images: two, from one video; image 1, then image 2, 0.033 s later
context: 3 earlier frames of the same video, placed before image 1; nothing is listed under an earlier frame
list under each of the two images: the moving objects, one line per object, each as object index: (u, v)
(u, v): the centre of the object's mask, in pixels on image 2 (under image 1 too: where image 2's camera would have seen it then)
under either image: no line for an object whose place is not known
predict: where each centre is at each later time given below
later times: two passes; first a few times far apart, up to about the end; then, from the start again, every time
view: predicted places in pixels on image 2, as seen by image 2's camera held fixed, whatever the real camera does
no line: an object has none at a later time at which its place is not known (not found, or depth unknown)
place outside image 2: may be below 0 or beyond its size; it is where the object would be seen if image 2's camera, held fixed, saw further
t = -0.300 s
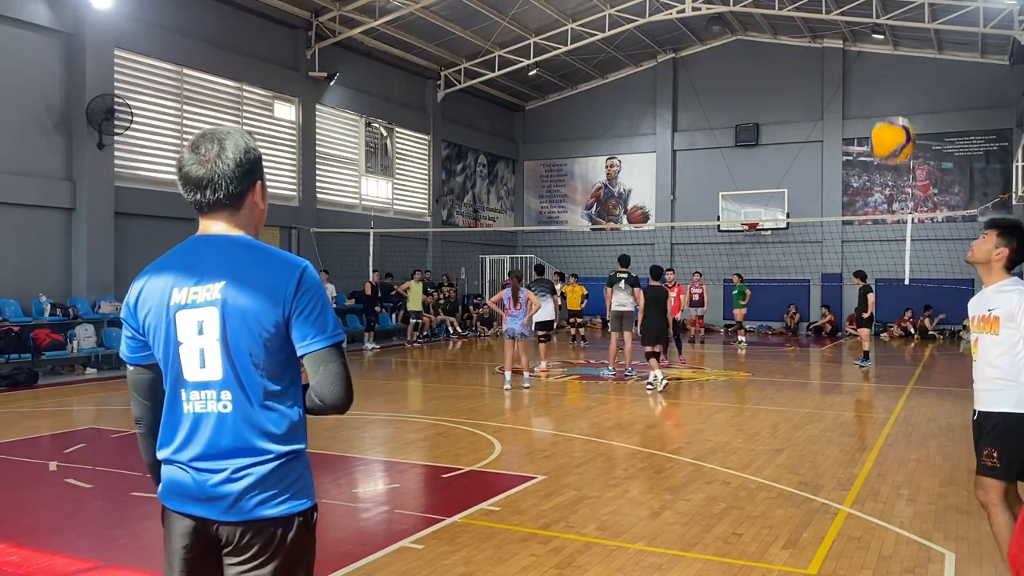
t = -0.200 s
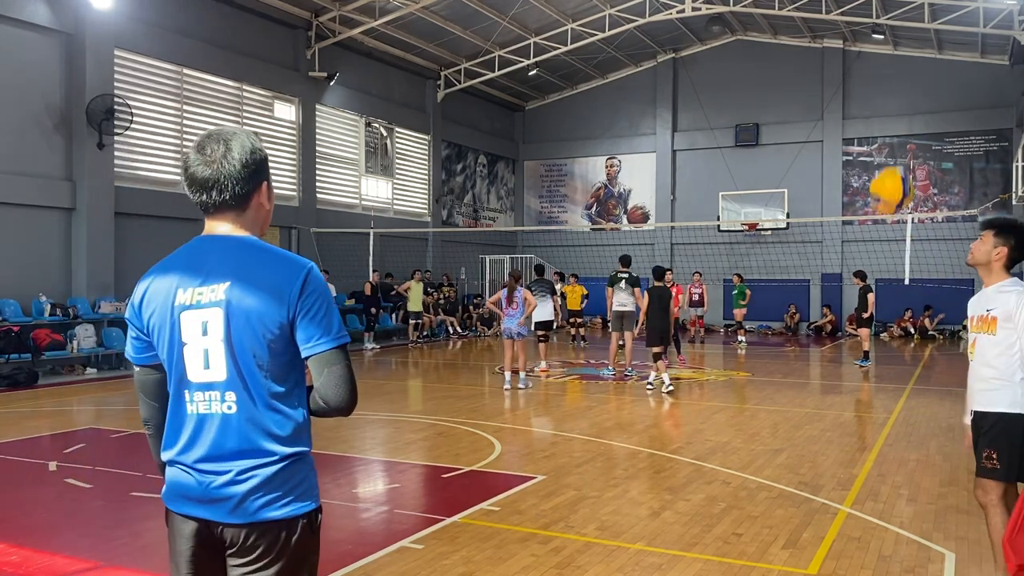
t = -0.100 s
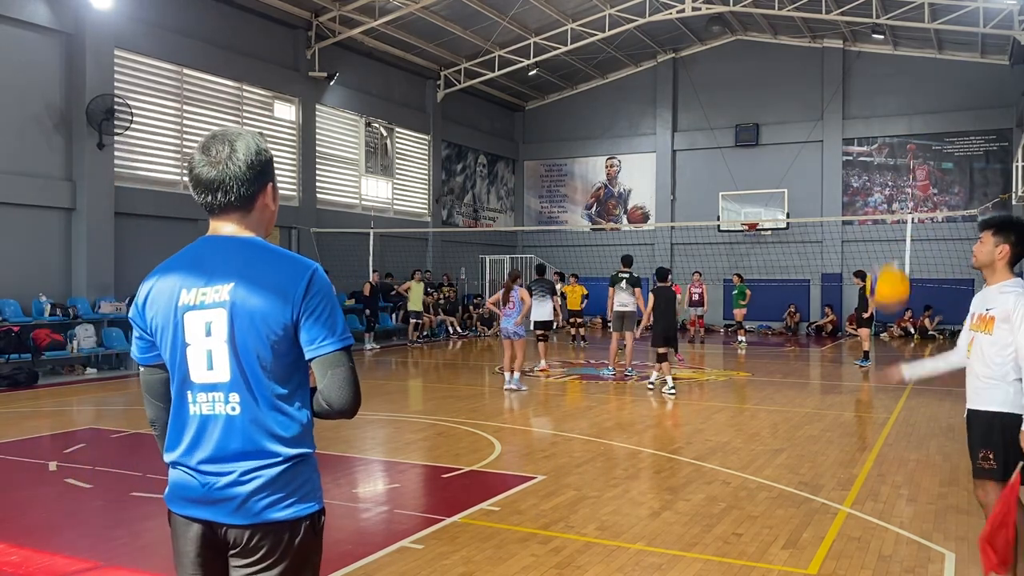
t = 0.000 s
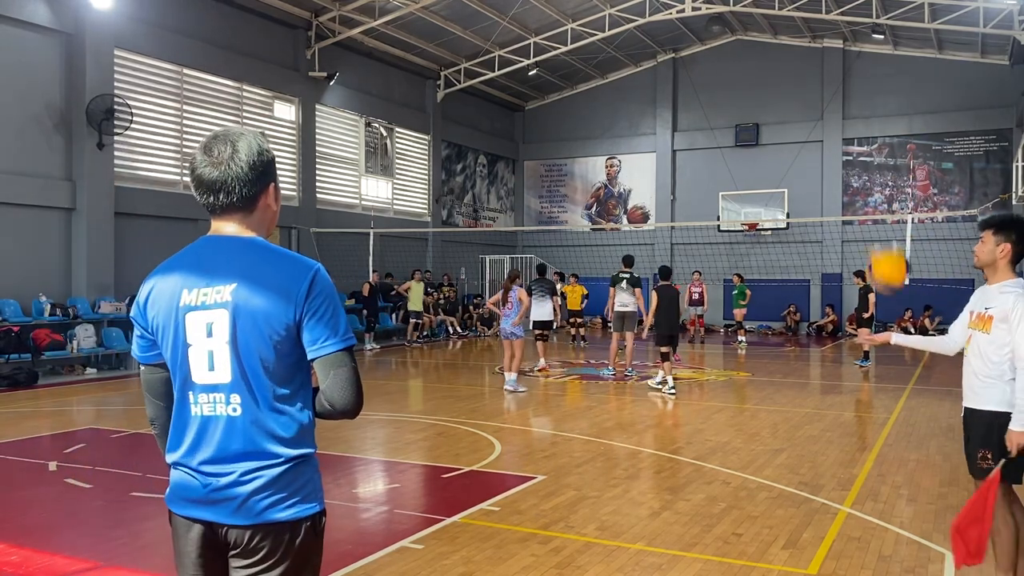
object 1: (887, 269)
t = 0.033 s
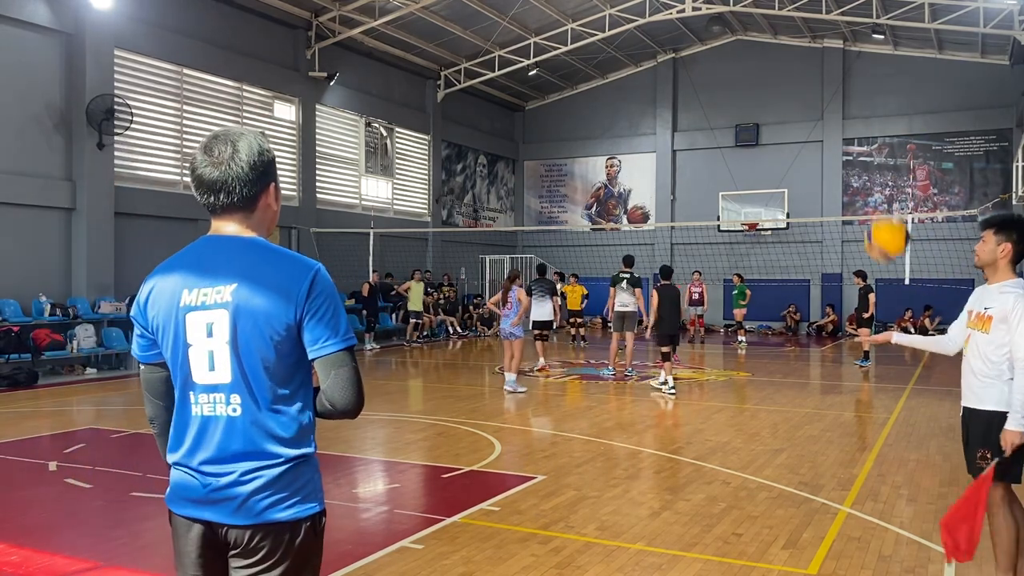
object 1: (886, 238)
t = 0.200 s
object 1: (885, 120)
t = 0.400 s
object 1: (883, 50)
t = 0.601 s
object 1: (880, 60)
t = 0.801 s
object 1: (875, 151)
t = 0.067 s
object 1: (886, 210)
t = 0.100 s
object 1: (885, 184)
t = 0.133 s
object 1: (886, 160)
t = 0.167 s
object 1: (885, 139)
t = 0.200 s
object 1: (885, 120)
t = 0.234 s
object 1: (885, 103)
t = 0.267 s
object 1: (884, 88)
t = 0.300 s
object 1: (884, 75)
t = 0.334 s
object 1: (883, 65)
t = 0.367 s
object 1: (883, 56)
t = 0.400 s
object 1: (883, 50)
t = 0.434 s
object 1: (883, 46)
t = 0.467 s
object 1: (882, 44)
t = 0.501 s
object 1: (882, 44)
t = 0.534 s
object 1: (882, 47)
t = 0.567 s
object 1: (881, 52)
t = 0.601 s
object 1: (880, 60)
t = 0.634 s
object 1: (879, 70)
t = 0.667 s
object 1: (878, 81)
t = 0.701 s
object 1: (877, 95)
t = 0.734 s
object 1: (877, 111)
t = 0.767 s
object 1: (876, 130)
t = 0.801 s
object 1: (875, 151)
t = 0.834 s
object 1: (874, 176)
